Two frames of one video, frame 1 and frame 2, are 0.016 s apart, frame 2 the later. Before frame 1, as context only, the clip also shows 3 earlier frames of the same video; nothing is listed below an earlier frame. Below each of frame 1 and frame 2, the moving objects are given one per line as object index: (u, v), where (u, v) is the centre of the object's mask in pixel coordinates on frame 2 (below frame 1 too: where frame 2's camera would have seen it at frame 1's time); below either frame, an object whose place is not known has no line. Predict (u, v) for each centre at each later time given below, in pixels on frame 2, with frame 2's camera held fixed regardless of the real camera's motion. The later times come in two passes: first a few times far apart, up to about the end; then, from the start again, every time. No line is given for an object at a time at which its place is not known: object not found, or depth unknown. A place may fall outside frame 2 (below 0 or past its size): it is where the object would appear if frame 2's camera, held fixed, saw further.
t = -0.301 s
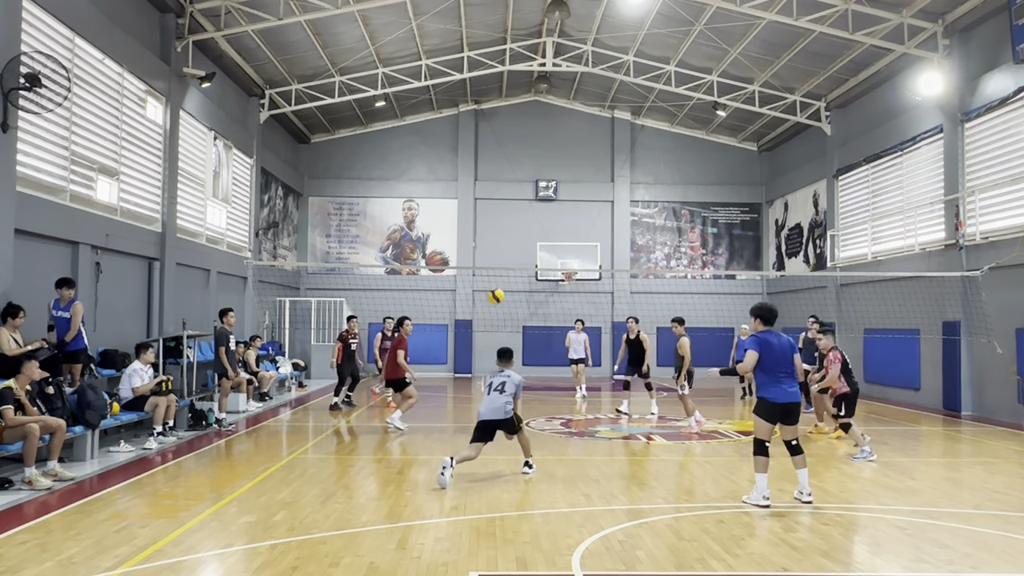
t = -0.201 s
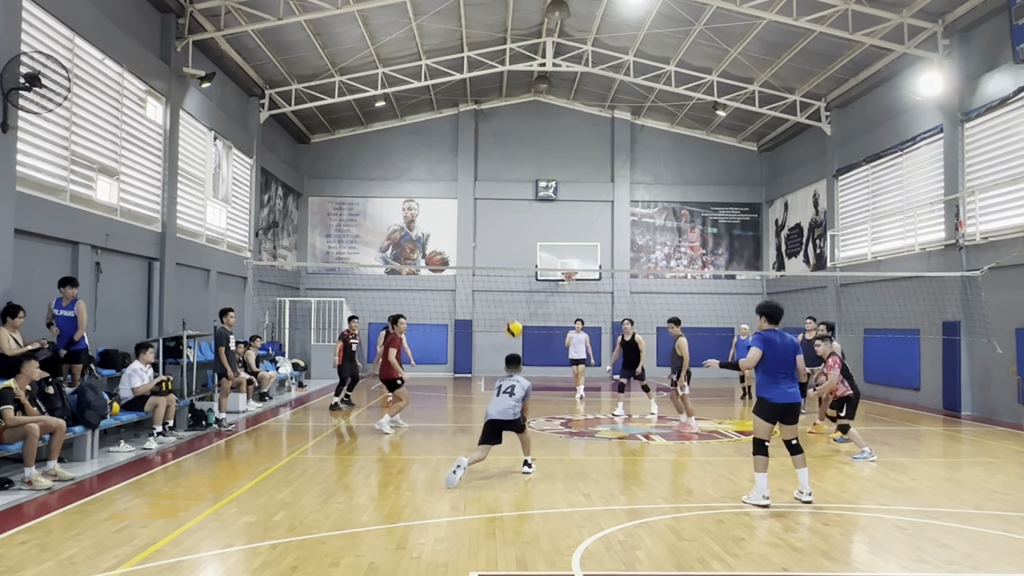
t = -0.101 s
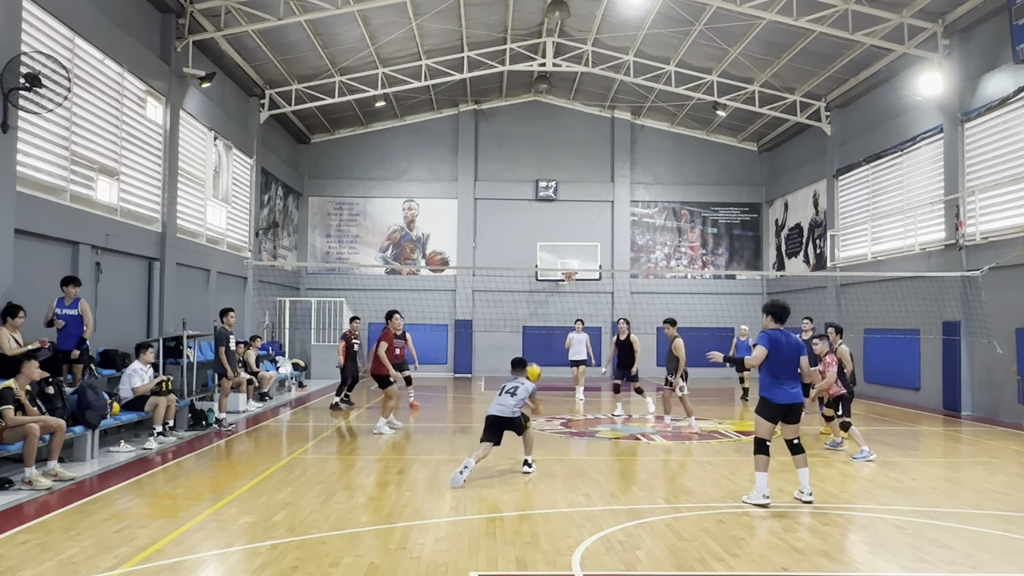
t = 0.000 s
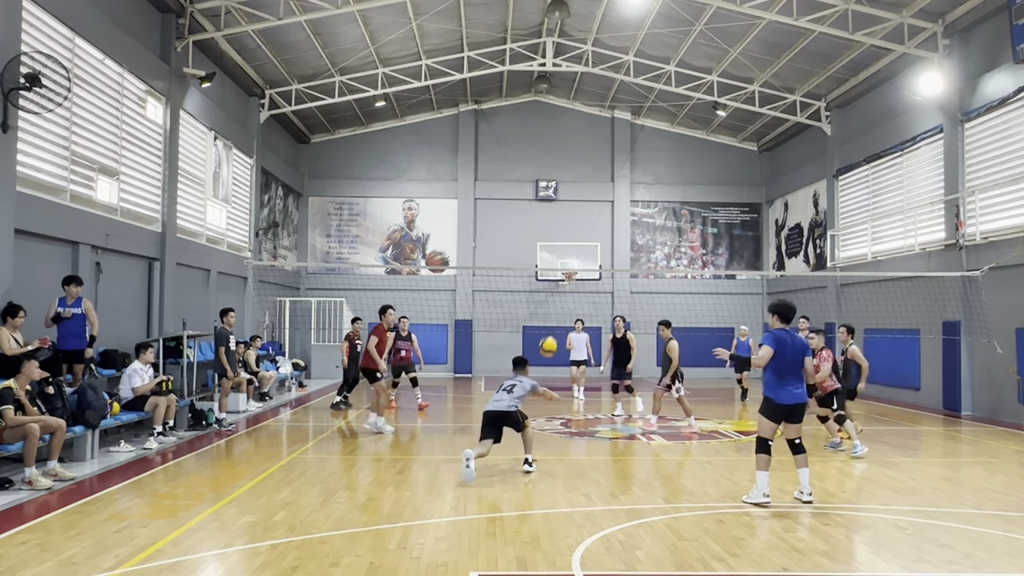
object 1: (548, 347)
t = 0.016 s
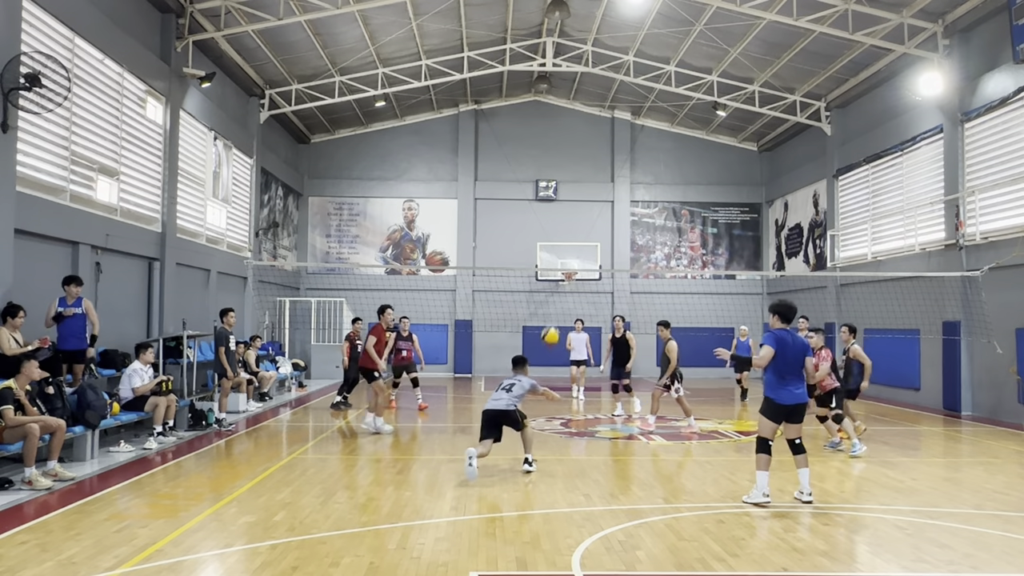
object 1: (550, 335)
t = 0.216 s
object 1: (574, 234)
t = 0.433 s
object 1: (598, 168)
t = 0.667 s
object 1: (621, 141)
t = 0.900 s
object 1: (643, 156)
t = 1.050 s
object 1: (657, 186)
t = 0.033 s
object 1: (553, 326)
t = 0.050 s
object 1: (555, 316)
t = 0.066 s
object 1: (557, 306)
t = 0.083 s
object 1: (559, 297)
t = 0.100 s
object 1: (561, 288)
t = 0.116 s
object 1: (563, 280)
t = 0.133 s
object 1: (565, 272)
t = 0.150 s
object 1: (567, 264)
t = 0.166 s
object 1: (569, 255)
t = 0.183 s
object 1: (571, 248)
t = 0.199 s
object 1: (572, 240)
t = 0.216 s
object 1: (574, 234)
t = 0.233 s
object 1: (576, 227)
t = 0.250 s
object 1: (578, 221)
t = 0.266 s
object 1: (580, 215)
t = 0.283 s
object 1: (582, 209)
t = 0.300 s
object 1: (584, 203)
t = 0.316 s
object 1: (586, 198)
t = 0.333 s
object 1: (588, 193)
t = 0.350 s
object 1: (590, 188)
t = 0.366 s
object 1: (591, 183)
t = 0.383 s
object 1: (593, 179)
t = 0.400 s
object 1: (595, 175)
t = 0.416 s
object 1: (596, 171)
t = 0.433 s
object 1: (598, 168)
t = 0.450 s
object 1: (600, 164)
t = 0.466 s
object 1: (602, 161)
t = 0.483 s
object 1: (603, 158)
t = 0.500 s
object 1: (605, 156)
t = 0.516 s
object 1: (607, 153)
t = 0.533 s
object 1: (608, 151)
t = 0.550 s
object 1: (610, 149)
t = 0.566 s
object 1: (612, 147)
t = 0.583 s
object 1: (613, 146)
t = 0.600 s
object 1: (615, 145)
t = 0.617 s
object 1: (617, 144)
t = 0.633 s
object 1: (618, 143)
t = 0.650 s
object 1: (620, 142)
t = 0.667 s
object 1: (621, 141)
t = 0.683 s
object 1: (623, 141)
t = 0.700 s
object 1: (624, 141)
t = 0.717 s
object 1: (626, 141)
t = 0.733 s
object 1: (628, 141)
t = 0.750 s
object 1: (630, 142)
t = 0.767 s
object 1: (631, 143)
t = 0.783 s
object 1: (633, 144)
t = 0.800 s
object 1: (634, 145)
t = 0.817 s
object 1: (636, 146)
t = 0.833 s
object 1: (637, 148)
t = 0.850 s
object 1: (639, 150)
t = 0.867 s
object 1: (640, 152)
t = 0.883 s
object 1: (642, 154)
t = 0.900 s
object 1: (643, 156)
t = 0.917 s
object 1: (645, 159)
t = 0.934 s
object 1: (646, 162)
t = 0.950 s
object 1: (648, 165)
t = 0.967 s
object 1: (649, 168)
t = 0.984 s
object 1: (650, 171)
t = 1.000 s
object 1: (652, 175)
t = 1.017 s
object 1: (654, 178)
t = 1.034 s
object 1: (655, 182)
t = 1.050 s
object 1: (657, 186)
